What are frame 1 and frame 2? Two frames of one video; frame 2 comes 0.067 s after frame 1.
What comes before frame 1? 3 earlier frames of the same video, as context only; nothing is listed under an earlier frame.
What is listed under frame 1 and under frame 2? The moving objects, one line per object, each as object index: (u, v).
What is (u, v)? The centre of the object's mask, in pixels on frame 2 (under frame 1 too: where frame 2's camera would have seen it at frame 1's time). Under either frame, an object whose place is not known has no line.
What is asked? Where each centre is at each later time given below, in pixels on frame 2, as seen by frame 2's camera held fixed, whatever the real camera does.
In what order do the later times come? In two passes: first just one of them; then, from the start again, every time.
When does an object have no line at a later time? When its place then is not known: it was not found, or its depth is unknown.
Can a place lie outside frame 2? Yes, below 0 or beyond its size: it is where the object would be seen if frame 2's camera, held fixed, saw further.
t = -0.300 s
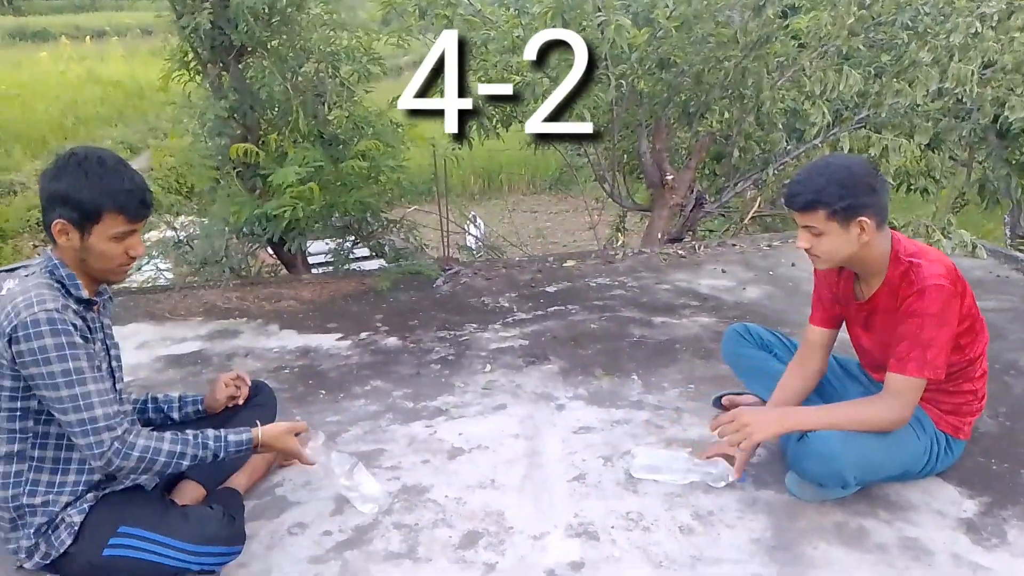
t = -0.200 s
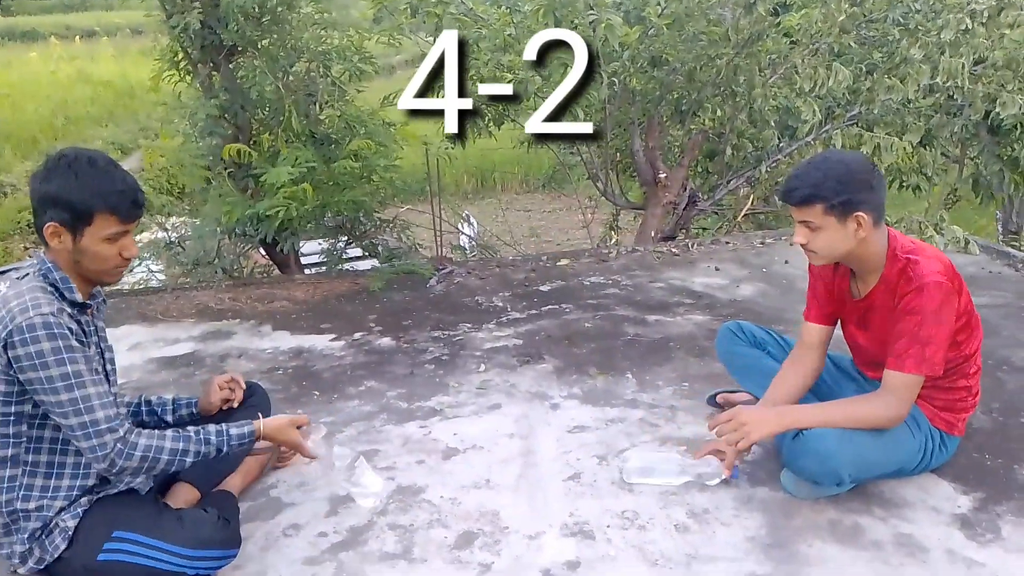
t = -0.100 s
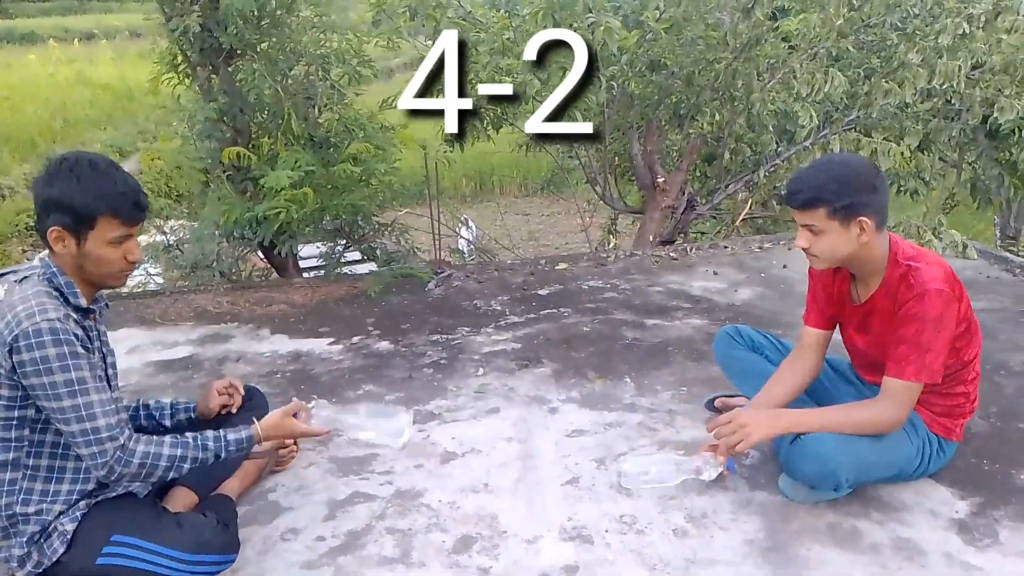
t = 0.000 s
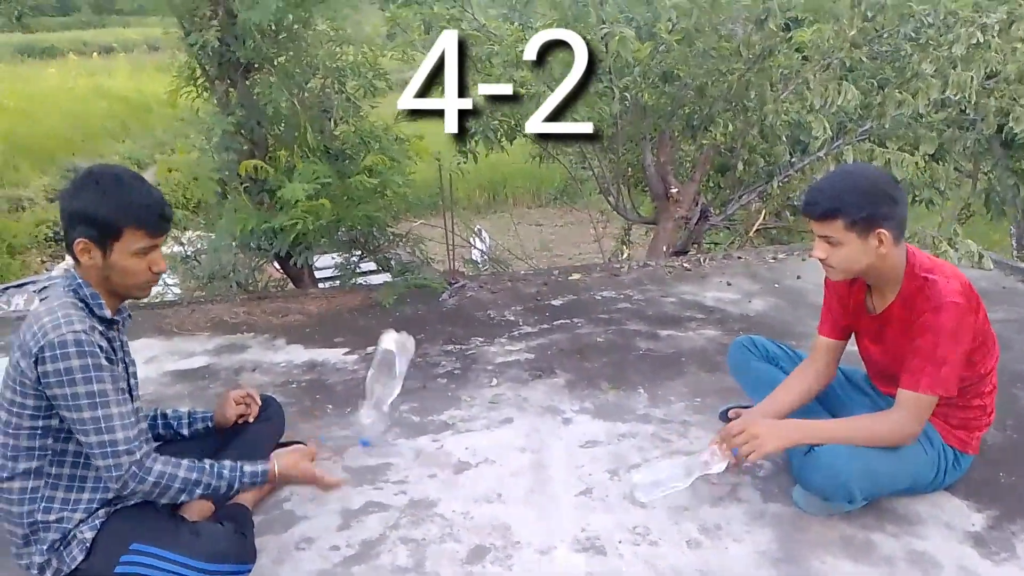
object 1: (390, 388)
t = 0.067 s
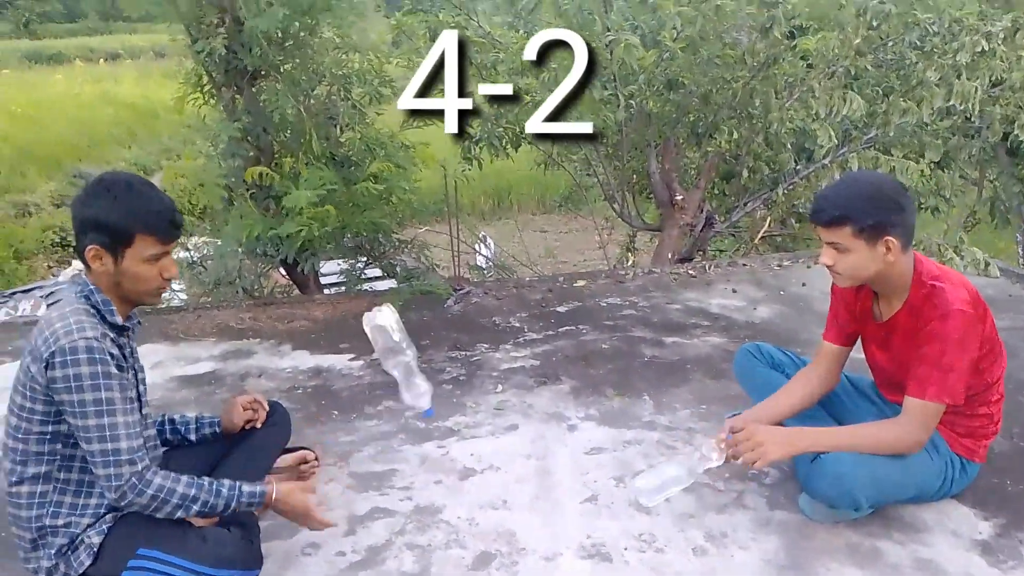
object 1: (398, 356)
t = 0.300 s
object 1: (399, 391)
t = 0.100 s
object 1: (400, 346)
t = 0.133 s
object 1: (400, 341)
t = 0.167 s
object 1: (400, 341)
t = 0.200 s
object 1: (399, 345)
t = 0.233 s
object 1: (397, 356)
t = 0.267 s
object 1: (397, 372)
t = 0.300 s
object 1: (399, 391)
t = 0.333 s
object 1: (399, 417)
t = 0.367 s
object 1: (400, 445)
